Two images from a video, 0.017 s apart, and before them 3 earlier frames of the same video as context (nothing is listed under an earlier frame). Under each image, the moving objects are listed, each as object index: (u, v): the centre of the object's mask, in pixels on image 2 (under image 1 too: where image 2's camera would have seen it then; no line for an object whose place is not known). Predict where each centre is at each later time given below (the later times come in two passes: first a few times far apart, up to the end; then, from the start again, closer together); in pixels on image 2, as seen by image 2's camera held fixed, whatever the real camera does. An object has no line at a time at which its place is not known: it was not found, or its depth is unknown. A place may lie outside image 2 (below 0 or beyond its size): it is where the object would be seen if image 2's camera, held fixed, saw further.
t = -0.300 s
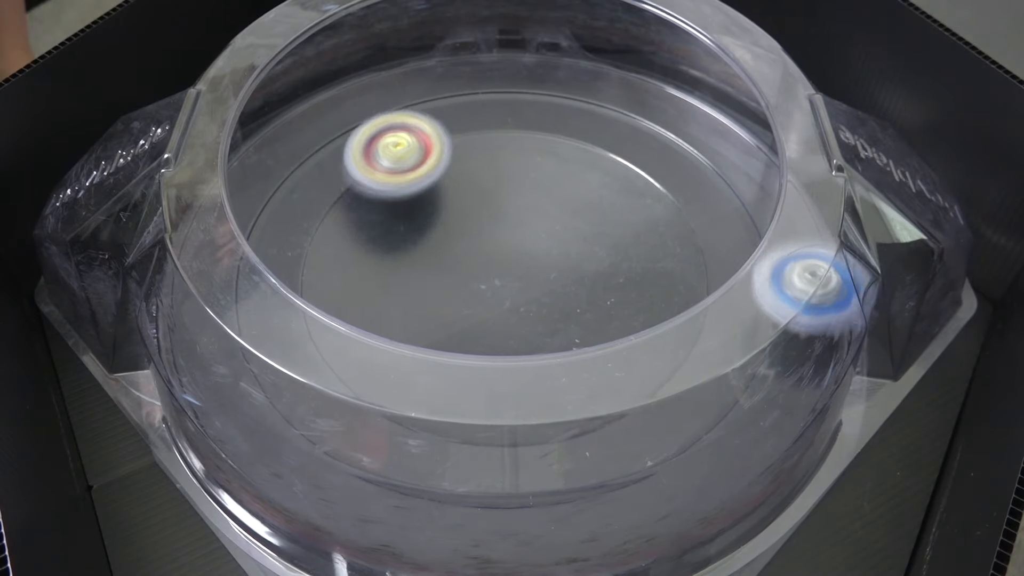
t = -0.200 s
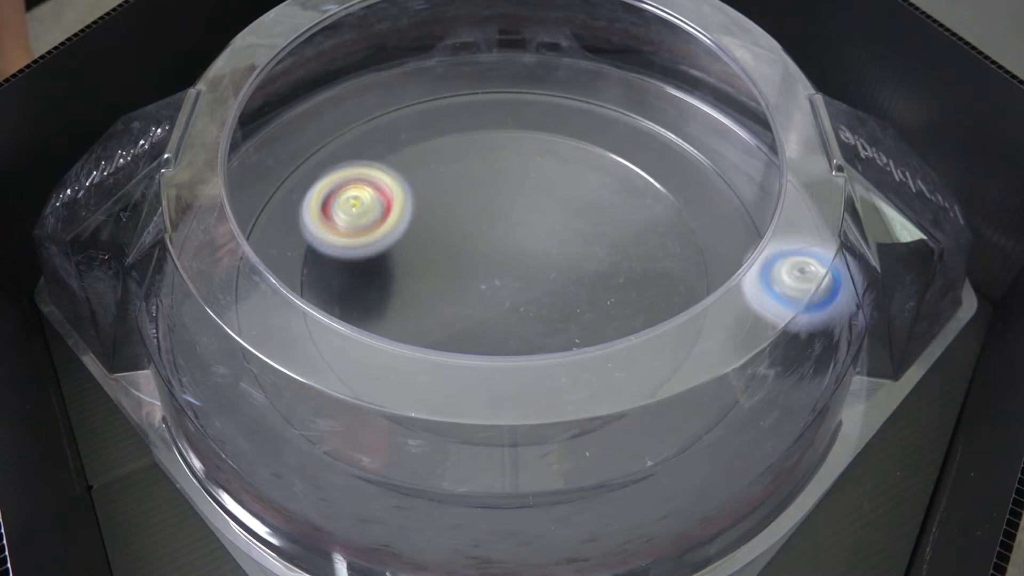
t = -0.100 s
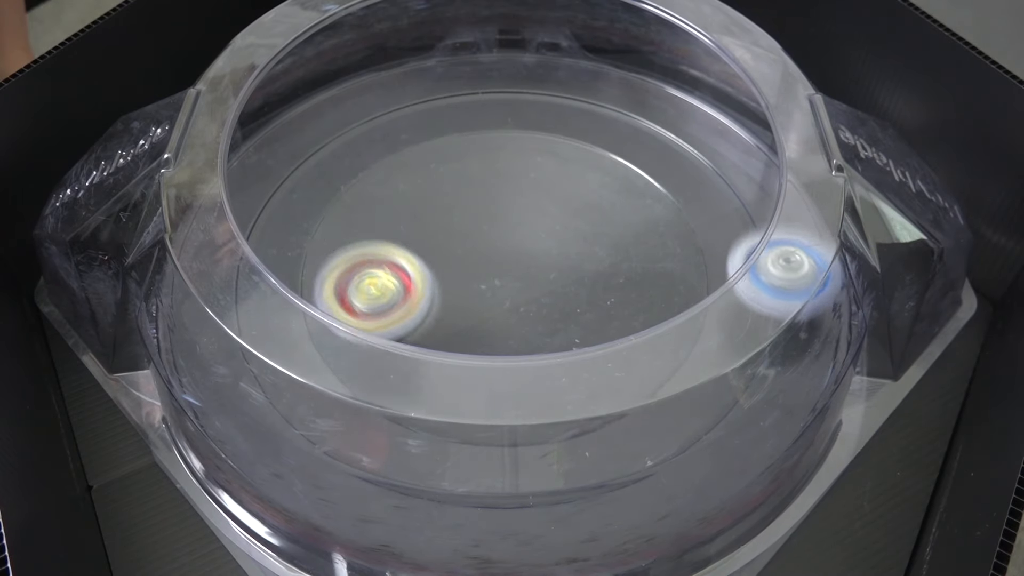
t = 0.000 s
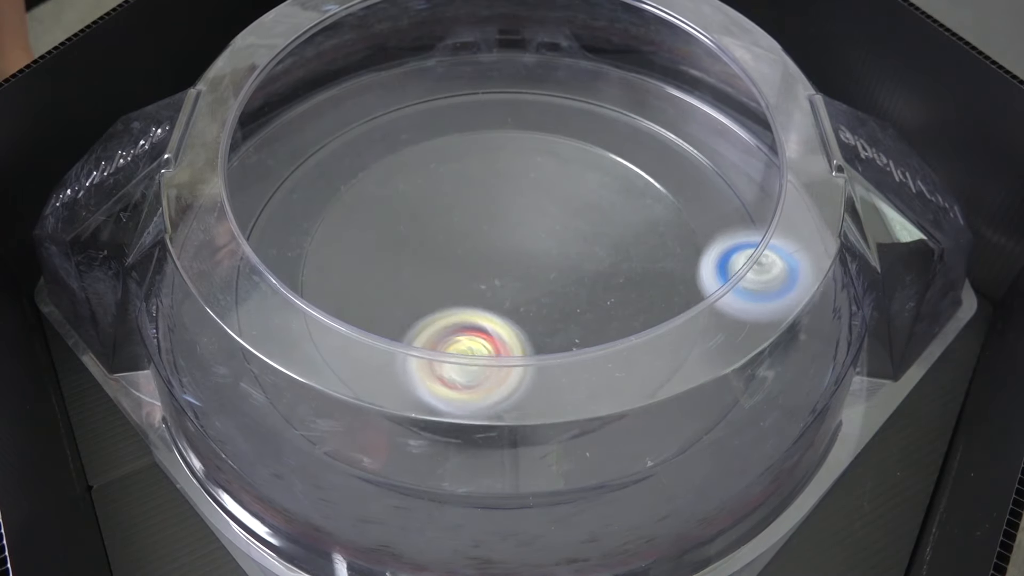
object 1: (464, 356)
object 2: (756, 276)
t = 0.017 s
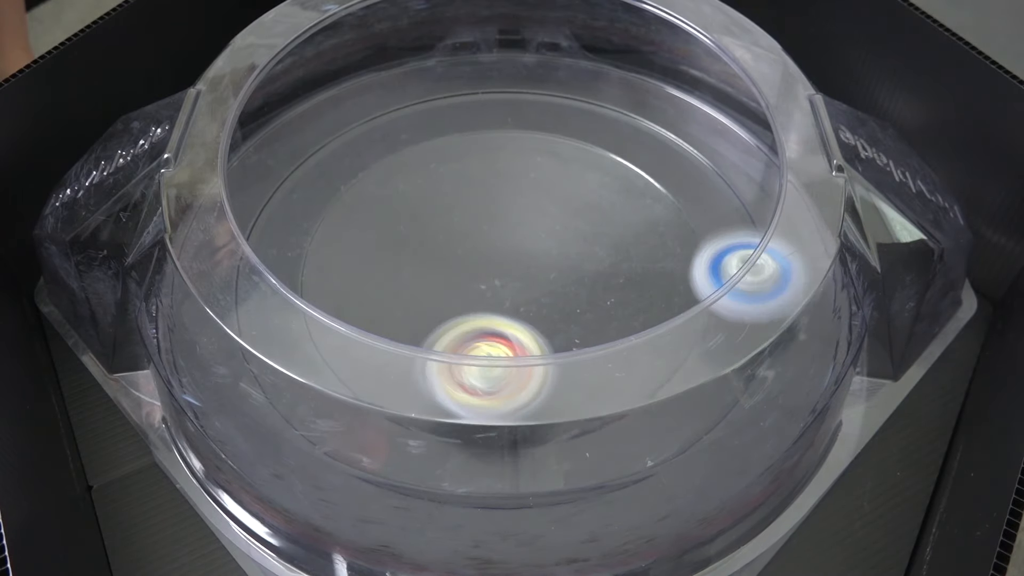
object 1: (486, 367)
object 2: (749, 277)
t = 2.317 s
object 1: (385, 252)
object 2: (521, 323)
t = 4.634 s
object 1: (676, 126)
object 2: (439, 294)
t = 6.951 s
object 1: (250, 311)
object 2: (535, 172)
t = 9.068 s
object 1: (760, 230)
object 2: (587, 312)
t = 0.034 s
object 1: (508, 372)
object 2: (742, 277)
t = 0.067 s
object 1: (551, 379)
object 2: (722, 273)
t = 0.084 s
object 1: (573, 379)
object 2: (714, 270)
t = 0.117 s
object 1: (616, 372)
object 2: (690, 266)
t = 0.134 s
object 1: (636, 369)
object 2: (683, 268)
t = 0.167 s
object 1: (669, 356)
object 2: (665, 269)
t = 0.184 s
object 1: (685, 357)
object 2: (654, 267)
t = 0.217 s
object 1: (712, 362)
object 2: (630, 264)
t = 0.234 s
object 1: (725, 364)
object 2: (617, 261)
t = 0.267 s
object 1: (746, 364)
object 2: (589, 257)
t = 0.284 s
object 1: (747, 358)
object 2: (574, 256)
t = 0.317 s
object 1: (743, 349)
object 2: (547, 254)
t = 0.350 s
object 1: (740, 336)
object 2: (521, 252)
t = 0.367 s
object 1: (739, 330)
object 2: (509, 250)
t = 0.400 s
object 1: (737, 320)
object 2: (488, 245)
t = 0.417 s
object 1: (736, 317)
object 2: (479, 243)
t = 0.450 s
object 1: (735, 312)
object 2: (465, 236)
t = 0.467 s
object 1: (735, 311)
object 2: (459, 233)
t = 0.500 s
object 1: (736, 309)
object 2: (451, 228)
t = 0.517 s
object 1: (736, 308)
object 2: (449, 225)
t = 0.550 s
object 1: (737, 308)
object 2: (447, 219)
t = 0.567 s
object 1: (737, 309)
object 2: (448, 217)
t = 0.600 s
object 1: (739, 311)
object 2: (452, 211)
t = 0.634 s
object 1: (741, 314)
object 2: (459, 206)
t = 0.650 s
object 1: (743, 316)
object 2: (463, 203)
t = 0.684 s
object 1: (746, 319)
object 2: (474, 198)
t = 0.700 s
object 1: (747, 321)
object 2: (480, 195)
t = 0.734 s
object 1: (749, 325)
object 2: (494, 190)
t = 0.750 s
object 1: (751, 327)
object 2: (502, 187)
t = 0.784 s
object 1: (753, 331)
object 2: (520, 183)
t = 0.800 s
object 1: (753, 332)
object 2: (529, 181)
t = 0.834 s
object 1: (752, 333)
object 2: (549, 183)
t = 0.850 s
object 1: (751, 333)
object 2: (559, 186)
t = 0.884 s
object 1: (749, 333)
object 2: (576, 197)
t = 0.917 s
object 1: (748, 335)
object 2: (588, 214)
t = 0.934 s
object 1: (747, 336)
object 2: (592, 223)
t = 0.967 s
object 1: (745, 340)
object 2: (594, 245)
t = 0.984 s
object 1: (745, 342)
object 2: (592, 256)
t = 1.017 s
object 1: (743, 346)
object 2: (583, 278)
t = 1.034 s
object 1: (741, 348)
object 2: (574, 289)
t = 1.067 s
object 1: (739, 350)
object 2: (553, 305)
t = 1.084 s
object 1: (738, 352)
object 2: (539, 310)
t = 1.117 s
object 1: (735, 354)
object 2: (511, 317)
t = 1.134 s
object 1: (733, 355)
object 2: (495, 317)
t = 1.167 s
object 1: (730, 358)
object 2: (465, 316)
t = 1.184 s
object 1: (729, 359)
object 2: (450, 313)
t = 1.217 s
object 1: (726, 360)
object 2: (423, 305)
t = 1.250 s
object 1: (722, 363)
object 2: (401, 293)
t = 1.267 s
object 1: (720, 364)
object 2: (391, 285)
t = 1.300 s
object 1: (717, 366)
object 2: (377, 265)
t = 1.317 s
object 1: (715, 367)
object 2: (372, 255)
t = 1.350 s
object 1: (711, 368)
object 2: (368, 235)
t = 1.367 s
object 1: (709, 368)
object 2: (367, 225)
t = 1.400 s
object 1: (705, 370)
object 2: (369, 205)
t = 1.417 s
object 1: (703, 370)
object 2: (372, 195)
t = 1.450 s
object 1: (697, 370)
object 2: (382, 177)
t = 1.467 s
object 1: (694, 370)
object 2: (387, 168)
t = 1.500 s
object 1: (688, 371)
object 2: (403, 154)
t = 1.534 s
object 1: (683, 370)
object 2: (422, 143)
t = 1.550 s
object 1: (680, 369)
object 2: (433, 138)
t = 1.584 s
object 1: (674, 369)
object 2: (457, 133)
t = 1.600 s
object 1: (671, 368)
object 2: (470, 132)
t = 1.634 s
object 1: (663, 366)
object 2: (495, 133)
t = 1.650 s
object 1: (660, 365)
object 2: (508, 136)
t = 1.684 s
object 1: (650, 360)
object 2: (534, 145)
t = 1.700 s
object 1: (644, 354)
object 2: (547, 151)
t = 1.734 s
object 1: (635, 343)
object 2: (570, 167)
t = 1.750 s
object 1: (628, 336)
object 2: (580, 177)
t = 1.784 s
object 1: (609, 310)
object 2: (598, 201)
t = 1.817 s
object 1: (598, 304)
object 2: (609, 223)
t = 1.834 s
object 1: (586, 308)
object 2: (615, 222)
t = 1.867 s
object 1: (562, 318)
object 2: (625, 212)
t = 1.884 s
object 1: (551, 322)
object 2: (630, 208)
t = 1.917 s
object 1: (528, 327)
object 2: (634, 204)
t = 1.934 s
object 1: (517, 328)
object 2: (635, 204)
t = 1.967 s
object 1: (498, 329)
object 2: (637, 209)
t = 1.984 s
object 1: (489, 329)
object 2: (636, 212)
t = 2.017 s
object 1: (476, 327)
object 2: (633, 225)
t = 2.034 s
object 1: (470, 326)
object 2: (632, 231)
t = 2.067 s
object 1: (460, 322)
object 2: (627, 248)
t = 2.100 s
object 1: (451, 318)
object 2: (618, 269)
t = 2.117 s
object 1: (449, 316)
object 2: (611, 279)
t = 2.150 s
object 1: (447, 311)
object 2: (591, 297)
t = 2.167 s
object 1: (447, 308)
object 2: (579, 304)
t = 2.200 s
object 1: (444, 300)
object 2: (558, 313)
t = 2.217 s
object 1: (434, 293)
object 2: (555, 315)
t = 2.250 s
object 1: (413, 278)
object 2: (550, 319)
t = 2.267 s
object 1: (404, 272)
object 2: (545, 321)
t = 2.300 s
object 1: (391, 257)
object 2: (531, 323)
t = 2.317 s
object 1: (385, 252)
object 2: (521, 323)
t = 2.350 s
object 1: (379, 241)
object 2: (500, 322)
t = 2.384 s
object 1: (376, 233)
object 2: (477, 318)
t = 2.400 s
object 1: (376, 230)
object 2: (466, 314)
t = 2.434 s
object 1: (377, 225)
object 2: (448, 301)
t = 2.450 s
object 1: (379, 223)
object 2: (441, 294)
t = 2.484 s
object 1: (362, 206)
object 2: (461, 292)
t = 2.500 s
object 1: (350, 194)
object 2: (475, 293)
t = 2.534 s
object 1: (328, 169)
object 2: (504, 294)
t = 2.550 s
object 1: (319, 159)
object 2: (516, 293)
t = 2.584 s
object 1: (303, 147)
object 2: (539, 291)
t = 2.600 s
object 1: (293, 139)
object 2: (549, 290)
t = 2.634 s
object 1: (282, 128)
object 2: (564, 289)
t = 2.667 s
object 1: (287, 127)
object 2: (576, 291)
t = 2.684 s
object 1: (291, 126)
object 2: (580, 292)
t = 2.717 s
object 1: (299, 125)
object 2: (585, 295)
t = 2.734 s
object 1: (303, 124)
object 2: (587, 299)
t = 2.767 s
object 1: (313, 128)
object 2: (587, 305)
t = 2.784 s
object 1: (318, 129)
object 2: (586, 307)
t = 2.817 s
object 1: (327, 131)
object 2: (583, 313)
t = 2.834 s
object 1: (332, 133)
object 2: (580, 316)
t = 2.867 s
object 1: (338, 135)
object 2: (569, 321)
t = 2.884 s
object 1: (341, 134)
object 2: (563, 324)
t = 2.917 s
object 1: (345, 135)
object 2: (544, 326)
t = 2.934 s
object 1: (347, 134)
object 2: (533, 327)
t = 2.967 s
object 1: (348, 132)
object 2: (514, 324)
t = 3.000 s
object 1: (348, 129)
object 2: (497, 316)
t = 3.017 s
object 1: (348, 127)
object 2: (491, 310)
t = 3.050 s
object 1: (345, 121)
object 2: (481, 296)
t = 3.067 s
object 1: (343, 118)
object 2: (479, 287)
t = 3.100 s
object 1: (339, 110)
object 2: (480, 271)
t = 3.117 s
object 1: (340, 109)
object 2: (481, 262)
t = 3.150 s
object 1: (343, 114)
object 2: (489, 245)
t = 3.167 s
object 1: (345, 116)
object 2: (497, 238)
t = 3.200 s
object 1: (349, 119)
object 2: (511, 224)
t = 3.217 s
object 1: (351, 120)
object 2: (518, 218)
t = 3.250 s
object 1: (354, 120)
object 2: (537, 210)
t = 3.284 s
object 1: (356, 118)
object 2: (557, 204)
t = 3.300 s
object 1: (358, 116)
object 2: (568, 201)
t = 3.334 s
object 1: (360, 111)
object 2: (588, 199)
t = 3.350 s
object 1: (361, 107)
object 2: (597, 200)
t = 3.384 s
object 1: (362, 98)
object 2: (618, 201)
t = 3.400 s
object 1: (365, 97)
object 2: (627, 203)
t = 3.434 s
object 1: (372, 101)
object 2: (643, 209)
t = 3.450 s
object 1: (375, 102)
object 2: (651, 214)
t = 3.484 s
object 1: (382, 102)
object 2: (661, 225)
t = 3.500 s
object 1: (385, 101)
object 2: (664, 233)
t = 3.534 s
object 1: (391, 97)
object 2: (665, 248)
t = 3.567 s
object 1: (398, 90)
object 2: (658, 266)
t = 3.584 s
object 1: (401, 86)
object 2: (653, 273)
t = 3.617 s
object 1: (408, 83)
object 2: (636, 287)
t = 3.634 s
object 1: (411, 84)
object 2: (624, 293)
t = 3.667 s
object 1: (417, 86)
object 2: (601, 302)
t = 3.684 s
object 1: (421, 86)
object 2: (589, 305)
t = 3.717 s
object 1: (428, 85)
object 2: (563, 310)
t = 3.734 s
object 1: (432, 83)
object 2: (550, 312)
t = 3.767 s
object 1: (441, 78)
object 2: (523, 312)
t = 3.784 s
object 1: (444, 75)
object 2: (511, 310)
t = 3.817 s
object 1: (451, 74)
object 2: (487, 303)
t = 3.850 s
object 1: (457, 78)
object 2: (468, 290)
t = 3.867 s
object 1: (460, 79)
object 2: (459, 284)
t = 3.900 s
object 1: (468, 79)
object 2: (446, 266)
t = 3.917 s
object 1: (473, 79)
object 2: (442, 257)
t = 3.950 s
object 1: (483, 75)
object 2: (437, 238)
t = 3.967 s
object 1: (490, 73)
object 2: (435, 228)
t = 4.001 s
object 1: (501, 69)
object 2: (437, 210)
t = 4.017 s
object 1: (505, 69)
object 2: (439, 201)
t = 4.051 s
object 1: (512, 73)
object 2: (444, 184)
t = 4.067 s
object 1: (515, 75)
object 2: (449, 176)
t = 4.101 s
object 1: (524, 76)
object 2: (459, 161)
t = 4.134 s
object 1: (534, 77)
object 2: (471, 149)
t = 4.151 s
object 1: (541, 76)
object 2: (476, 142)
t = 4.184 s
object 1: (555, 72)
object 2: (488, 137)
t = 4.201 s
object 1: (564, 73)
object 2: (491, 140)
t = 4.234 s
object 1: (577, 80)
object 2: (496, 147)
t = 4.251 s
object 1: (583, 84)
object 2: (501, 149)
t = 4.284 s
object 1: (593, 88)
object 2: (509, 159)
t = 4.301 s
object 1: (598, 91)
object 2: (512, 166)
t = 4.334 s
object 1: (609, 93)
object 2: (516, 181)
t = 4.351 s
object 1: (615, 94)
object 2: (518, 191)
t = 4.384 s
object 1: (628, 94)
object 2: (520, 208)
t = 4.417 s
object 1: (635, 99)
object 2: (518, 227)
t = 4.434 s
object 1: (636, 101)
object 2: (517, 235)
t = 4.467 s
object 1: (640, 107)
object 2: (511, 254)
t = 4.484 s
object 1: (643, 108)
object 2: (506, 263)
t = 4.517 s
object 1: (651, 112)
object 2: (494, 277)
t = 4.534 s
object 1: (655, 113)
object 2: (488, 282)
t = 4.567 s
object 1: (667, 116)
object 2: (473, 290)
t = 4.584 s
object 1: (672, 116)
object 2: (464, 291)
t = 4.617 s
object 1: (676, 123)
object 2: (448, 293)
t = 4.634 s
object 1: (676, 126)
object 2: (439, 294)
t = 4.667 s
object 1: (678, 132)
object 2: (423, 291)
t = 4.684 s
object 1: (680, 134)
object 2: (416, 290)
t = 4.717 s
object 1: (687, 140)
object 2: (399, 285)
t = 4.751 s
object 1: (697, 144)
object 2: (385, 278)
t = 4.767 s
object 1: (704, 147)
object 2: (378, 275)
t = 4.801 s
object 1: (717, 151)
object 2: (365, 267)
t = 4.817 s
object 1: (720, 155)
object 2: (361, 261)
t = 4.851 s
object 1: (717, 162)
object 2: (354, 251)
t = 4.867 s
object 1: (716, 166)
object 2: (351, 245)
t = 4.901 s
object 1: (717, 172)
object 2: (354, 235)
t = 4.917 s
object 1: (719, 176)
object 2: (356, 229)
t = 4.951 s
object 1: (724, 183)
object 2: (369, 221)
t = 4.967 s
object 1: (727, 187)
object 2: (377, 218)
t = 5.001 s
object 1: (732, 194)
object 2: (396, 215)
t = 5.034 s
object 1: (748, 203)
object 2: (420, 216)
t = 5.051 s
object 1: (754, 207)
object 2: (432, 218)
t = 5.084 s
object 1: (753, 216)
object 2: (455, 223)
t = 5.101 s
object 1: (751, 219)
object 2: (468, 227)
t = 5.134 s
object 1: (751, 225)
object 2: (491, 236)
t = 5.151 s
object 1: (752, 230)
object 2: (503, 241)
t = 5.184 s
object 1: (756, 239)
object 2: (521, 253)
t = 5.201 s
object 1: (758, 245)
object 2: (528, 259)
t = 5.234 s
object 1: (766, 255)
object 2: (541, 272)
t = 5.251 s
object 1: (767, 259)
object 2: (545, 278)
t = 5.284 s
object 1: (765, 264)
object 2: (550, 290)
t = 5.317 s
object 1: (761, 268)
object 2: (553, 303)
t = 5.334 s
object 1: (760, 269)
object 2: (551, 307)
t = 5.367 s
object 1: (757, 274)
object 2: (547, 316)
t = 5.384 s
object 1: (756, 278)
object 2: (543, 320)
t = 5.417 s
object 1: (755, 287)
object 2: (535, 326)
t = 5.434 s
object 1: (758, 294)
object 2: (531, 329)
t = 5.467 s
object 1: (763, 311)
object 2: (522, 334)
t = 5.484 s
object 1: (761, 318)
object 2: (518, 337)
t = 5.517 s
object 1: (756, 326)
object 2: (507, 340)
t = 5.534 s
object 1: (753, 330)
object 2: (502, 368)
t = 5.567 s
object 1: (747, 338)
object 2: (487, 372)
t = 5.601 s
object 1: (741, 348)
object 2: (470, 372)
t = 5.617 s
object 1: (737, 354)
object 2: (464, 370)
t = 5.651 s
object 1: (730, 365)
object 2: (450, 362)
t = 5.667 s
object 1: (726, 369)
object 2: (447, 354)
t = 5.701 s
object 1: (718, 377)
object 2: (439, 342)
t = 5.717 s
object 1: (713, 381)
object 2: (439, 334)
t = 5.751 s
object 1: (704, 394)
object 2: (439, 317)
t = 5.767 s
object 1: (699, 399)
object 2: (441, 312)
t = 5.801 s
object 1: (688, 408)
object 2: (447, 299)
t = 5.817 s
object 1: (682, 410)
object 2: (453, 291)
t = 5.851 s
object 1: (670, 418)
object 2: (464, 277)
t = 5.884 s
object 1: (657, 428)
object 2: (479, 265)
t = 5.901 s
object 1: (651, 433)
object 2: (488, 260)
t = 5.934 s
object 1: (638, 438)
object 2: (506, 252)
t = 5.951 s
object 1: (632, 439)
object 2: (516, 250)
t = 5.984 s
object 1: (619, 444)
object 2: (534, 245)
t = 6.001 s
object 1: (610, 448)
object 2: (544, 244)
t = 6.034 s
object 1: (594, 454)
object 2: (560, 243)
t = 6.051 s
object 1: (586, 457)
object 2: (568, 244)
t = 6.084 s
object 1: (572, 458)
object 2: (583, 246)
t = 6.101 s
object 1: (565, 458)
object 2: (591, 249)
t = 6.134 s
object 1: (549, 461)
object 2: (605, 253)
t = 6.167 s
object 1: (532, 465)
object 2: (619, 258)
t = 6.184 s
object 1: (522, 466)
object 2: (624, 261)
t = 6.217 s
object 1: (505, 466)
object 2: (635, 267)
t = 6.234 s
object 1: (498, 465)
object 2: (639, 271)
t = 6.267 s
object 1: (481, 464)
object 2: (647, 279)
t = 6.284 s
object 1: (473, 463)
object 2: (647, 284)
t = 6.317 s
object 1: (454, 462)
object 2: (645, 290)
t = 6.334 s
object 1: (444, 462)
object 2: (641, 295)
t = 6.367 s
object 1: (428, 457)
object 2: (630, 303)
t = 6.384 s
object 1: (421, 455)
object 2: (622, 306)
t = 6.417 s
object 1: (406, 451)
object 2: (606, 312)
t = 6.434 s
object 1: (397, 449)
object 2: (595, 314)
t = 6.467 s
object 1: (379, 444)
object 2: (575, 316)
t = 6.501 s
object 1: (370, 437)
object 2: (552, 315)
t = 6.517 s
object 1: (366, 433)
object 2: (543, 315)
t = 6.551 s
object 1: (350, 427)
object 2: (522, 308)
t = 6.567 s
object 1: (343, 423)
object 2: (514, 304)
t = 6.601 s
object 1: (328, 416)
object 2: (499, 291)
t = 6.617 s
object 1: (323, 412)
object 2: (494, 285)
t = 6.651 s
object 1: (316, 404)
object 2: (486, 270)
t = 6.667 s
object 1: (311, 399)
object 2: (483, 262)
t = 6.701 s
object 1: (300, 391)
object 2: (482, 248)
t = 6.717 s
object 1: (294, 386)
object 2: (482, 242)
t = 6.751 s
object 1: (281, 375)
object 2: (486, 228)
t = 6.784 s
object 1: (276, 364)
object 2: (490, 217)
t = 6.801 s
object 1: (274, 359)
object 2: (494, 211)
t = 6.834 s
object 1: (267, 349)
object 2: (502, 201)
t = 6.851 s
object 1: (262, 345)
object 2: (506, 196)
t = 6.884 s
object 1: (252, 333)
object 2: (515, 187)
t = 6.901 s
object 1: (251, 326)
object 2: (519, 182)
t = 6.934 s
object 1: (250, 316)
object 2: (531, 175)
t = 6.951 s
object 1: (250, 311)
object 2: (535, 172)
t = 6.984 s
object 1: (248, 301)
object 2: (548, 167)
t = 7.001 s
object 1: (246, 295)
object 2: (553, 165)
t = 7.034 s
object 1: (242, 282)
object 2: (566, 164)
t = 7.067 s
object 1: (242, 270)
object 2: (578, 166)
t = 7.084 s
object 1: (244, 266)
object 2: (583, 170)
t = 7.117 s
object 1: (245, 257)
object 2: (591, 179)
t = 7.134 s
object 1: (244, 252)
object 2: (593, 186)
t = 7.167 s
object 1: (246, 239)
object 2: (594, 201)
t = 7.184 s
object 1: (247, 232)
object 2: (592, 208)
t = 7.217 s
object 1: (251, 221)
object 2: (586, 226)
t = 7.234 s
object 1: (254, 217)
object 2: (581, 233)
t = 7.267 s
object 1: (259, 206)
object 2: (569, 249)
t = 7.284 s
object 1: (270, 200)
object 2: (562, 256)
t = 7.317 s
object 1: (271, 191)
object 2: (546, 267)
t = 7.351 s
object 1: (274, 182)
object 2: (530, 276)
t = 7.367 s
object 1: (276, 178)
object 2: (520, 278)
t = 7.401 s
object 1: (280, 168)
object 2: (502, 281)
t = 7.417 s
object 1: (284, 163)
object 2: (492, 282)
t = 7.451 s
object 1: (292, 154)
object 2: (475, 279)
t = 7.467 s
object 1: (296, 150)
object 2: (467, 277)
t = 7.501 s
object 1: (304, 142)
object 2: (452, 271)
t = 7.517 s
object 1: (309, 138)
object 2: (445, 269)
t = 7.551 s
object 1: (318, 130)
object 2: (435, 259)
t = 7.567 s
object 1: (323, 126)
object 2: (429, 255)
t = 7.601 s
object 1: (333, 119)
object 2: (421, 245)
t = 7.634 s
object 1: (343, 113)
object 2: (415, 233)
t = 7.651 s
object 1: (349, 111)
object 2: (412, 228)
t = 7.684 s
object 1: (359, 105)
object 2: (410, 216)
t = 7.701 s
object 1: (364, 102)
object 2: (409, 211)
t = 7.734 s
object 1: (375, 97)
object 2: (411, 202)
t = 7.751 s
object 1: (381, 95)
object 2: (414, 196)
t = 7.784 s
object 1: (393, 90)
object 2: (421, 188)
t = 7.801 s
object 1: (399, 88)
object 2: (426, 187)
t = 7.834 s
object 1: (411, 84)
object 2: (440, 185)
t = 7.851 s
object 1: (418, 83)
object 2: (446, 186)
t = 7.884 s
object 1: (431, 79)
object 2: (463, 193)
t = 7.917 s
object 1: (443, 77)
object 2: (479, 199)
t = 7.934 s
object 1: (450, 76)
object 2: (487, 205)
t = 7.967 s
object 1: (462, 75)
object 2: (503, 219)
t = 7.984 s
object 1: (468, 74)
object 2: (508, 224)
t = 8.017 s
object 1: (479, 73)
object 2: (520, 241)
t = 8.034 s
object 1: (486, 73)
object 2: (524, 247)
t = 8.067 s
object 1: (498, 72)
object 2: (527, 262)
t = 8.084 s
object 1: (503, 72)
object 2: (529, 271)
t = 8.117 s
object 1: (515, 72)
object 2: (527, 283)
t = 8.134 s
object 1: (521, 73)
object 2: (525, 290)
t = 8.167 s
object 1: (532, 73)
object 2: (520, 302)
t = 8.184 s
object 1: (538, 73)
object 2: (516, 306)
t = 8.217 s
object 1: (551, 75)
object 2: (505, 313)
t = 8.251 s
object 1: (563, 77)
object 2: (494, 317)
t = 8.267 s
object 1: (568, 78)
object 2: (487, 319)
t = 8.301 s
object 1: (580, 80)
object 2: (473, 321)
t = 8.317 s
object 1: (586, 81)
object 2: (468, 321)
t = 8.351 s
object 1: (597, 85)
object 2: (454, 321)
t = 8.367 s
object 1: (602, 86)
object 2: (447, 321)
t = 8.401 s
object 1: (613, 89)
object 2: (434, 320)
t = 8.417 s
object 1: (618, 92)
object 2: (427, 318)
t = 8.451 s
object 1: (628, 96)
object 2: (415, 313)
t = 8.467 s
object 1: (634, 97)
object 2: (411, 311)
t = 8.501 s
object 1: (643, 102)
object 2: (408, 303)
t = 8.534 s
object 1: (653, 107)
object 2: (408, 294)
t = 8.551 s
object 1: (658, 109)
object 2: (412, 288)
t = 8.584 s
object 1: (667, 115)
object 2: (421, 277)
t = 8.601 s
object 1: (672, 118)
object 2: (427, 272)
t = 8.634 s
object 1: (681, 124)
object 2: (442, 264)
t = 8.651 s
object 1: (685, 127)
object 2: (451, 260)
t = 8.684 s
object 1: (693, 133)
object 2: (468, 255)
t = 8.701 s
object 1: (697, 137)
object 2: (476, 253)
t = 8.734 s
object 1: (706, 144)
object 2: (496, 253)
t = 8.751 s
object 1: (710, 148)
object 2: (505, 253)
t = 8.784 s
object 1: (718, 155)
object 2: (522, 254)
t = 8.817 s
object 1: (724, 163)
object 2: (539, 258)
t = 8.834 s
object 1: (727, 168)
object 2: (548, 261)
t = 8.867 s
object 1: (731, 177)
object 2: (560, 265)
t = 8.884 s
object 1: (732, 180)
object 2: (565, 269)
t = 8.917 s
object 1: (735, 189)
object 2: (576, 276)
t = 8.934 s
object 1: (736, 193)
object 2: (580, 280)
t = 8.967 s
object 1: (748, 203)
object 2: (584, 288)
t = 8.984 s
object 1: (749, 206)
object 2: (587, 293)
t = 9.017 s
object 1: (754, 215)
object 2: (590, 302)
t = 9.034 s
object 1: (756, 221)
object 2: (590, 306)
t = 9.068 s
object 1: (760, 230)
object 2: (587, 312)
